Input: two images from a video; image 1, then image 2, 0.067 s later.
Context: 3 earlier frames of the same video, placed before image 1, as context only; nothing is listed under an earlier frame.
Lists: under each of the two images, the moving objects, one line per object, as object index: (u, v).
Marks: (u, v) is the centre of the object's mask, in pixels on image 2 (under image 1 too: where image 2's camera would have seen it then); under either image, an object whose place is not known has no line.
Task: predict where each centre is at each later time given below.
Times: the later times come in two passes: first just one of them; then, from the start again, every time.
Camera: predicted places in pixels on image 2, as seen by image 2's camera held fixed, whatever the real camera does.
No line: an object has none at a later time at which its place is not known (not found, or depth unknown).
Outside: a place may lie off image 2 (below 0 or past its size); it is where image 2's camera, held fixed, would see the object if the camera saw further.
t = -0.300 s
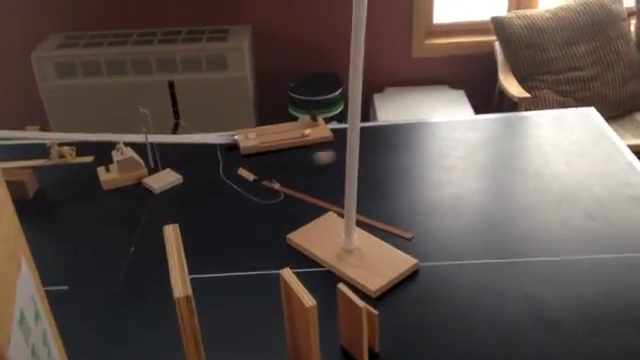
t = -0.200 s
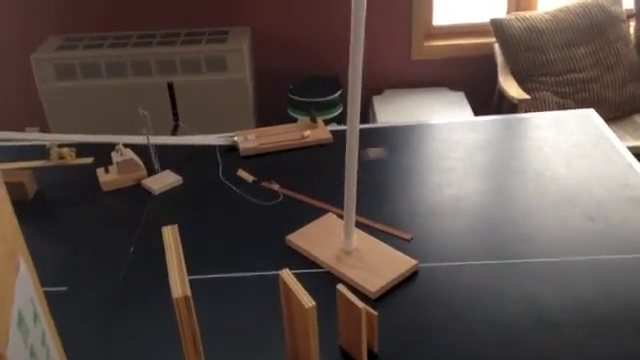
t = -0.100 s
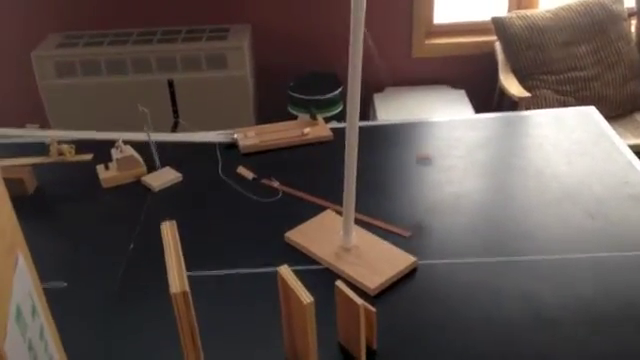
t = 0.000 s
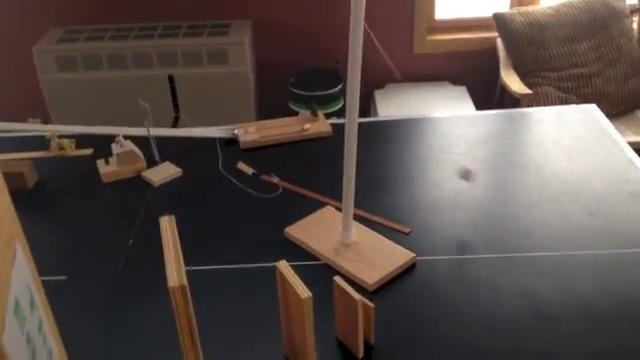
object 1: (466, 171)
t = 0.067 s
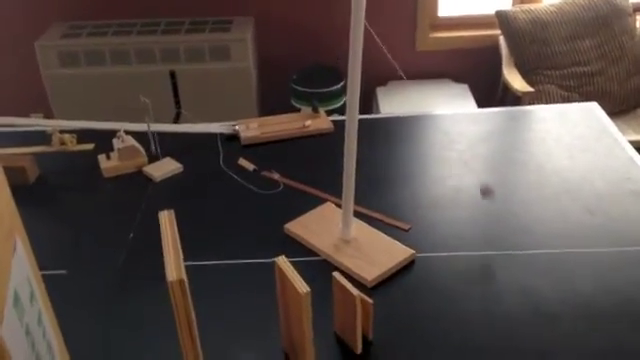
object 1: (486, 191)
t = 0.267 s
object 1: (477, 262)
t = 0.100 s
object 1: (492, 202)
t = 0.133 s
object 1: (496, 217)
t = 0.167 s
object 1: (496, 223)
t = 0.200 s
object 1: (496, 238)
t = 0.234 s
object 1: (493, 245)
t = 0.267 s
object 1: (477, 262)
